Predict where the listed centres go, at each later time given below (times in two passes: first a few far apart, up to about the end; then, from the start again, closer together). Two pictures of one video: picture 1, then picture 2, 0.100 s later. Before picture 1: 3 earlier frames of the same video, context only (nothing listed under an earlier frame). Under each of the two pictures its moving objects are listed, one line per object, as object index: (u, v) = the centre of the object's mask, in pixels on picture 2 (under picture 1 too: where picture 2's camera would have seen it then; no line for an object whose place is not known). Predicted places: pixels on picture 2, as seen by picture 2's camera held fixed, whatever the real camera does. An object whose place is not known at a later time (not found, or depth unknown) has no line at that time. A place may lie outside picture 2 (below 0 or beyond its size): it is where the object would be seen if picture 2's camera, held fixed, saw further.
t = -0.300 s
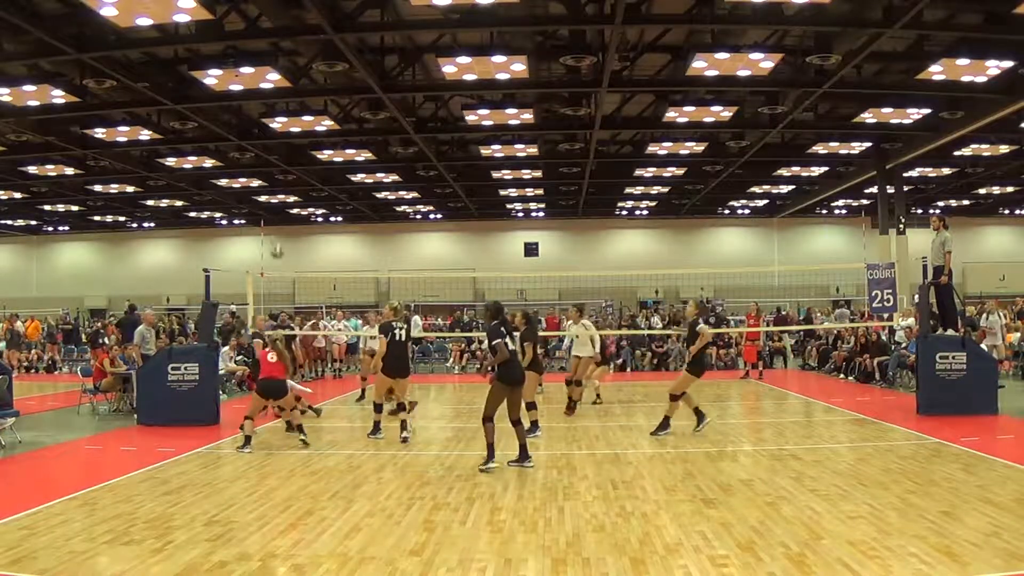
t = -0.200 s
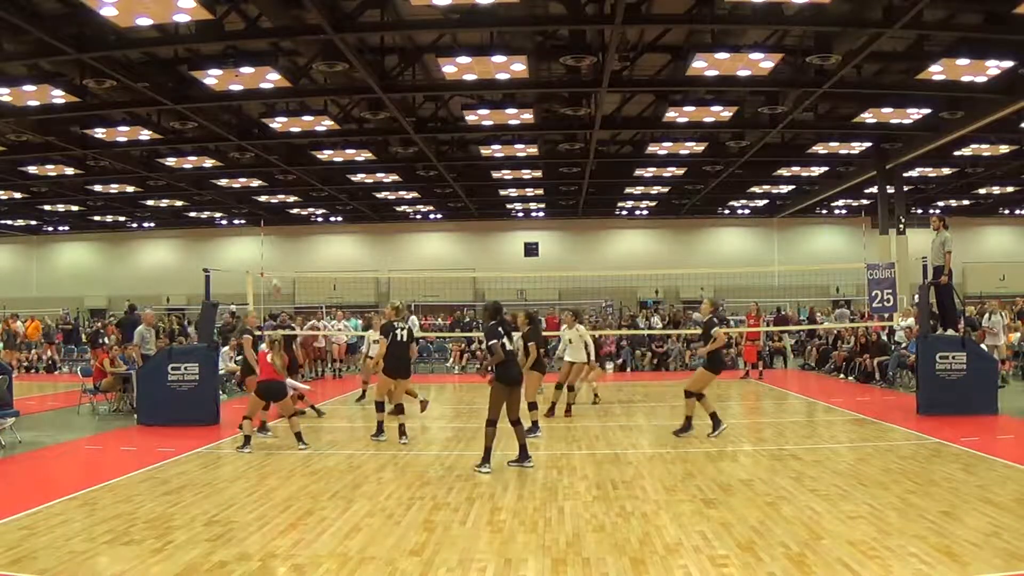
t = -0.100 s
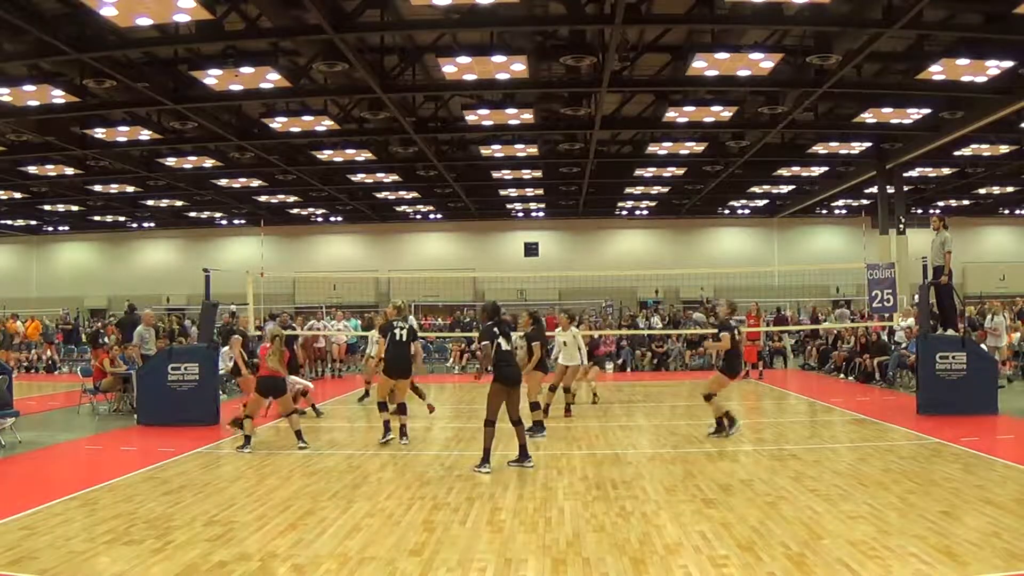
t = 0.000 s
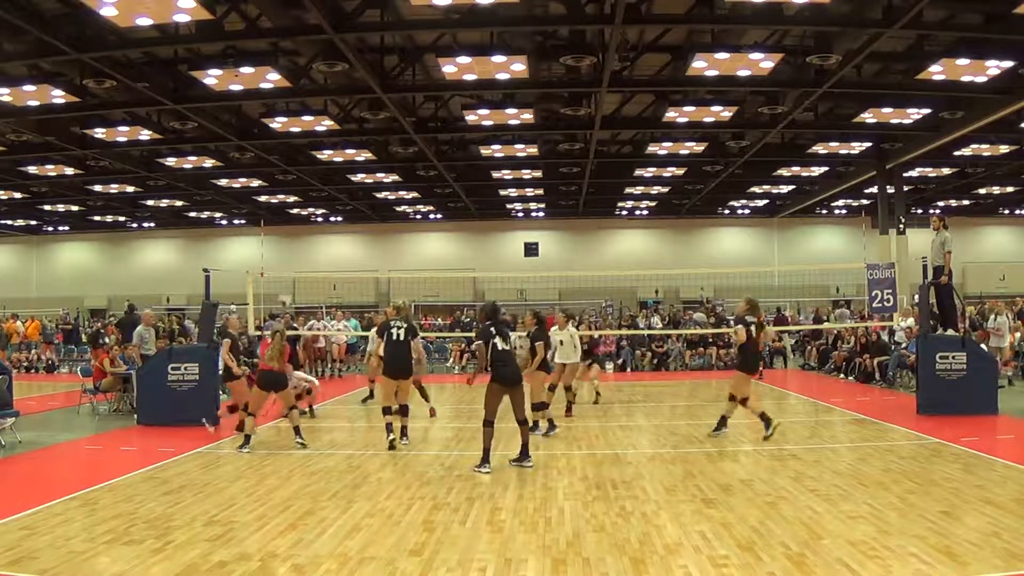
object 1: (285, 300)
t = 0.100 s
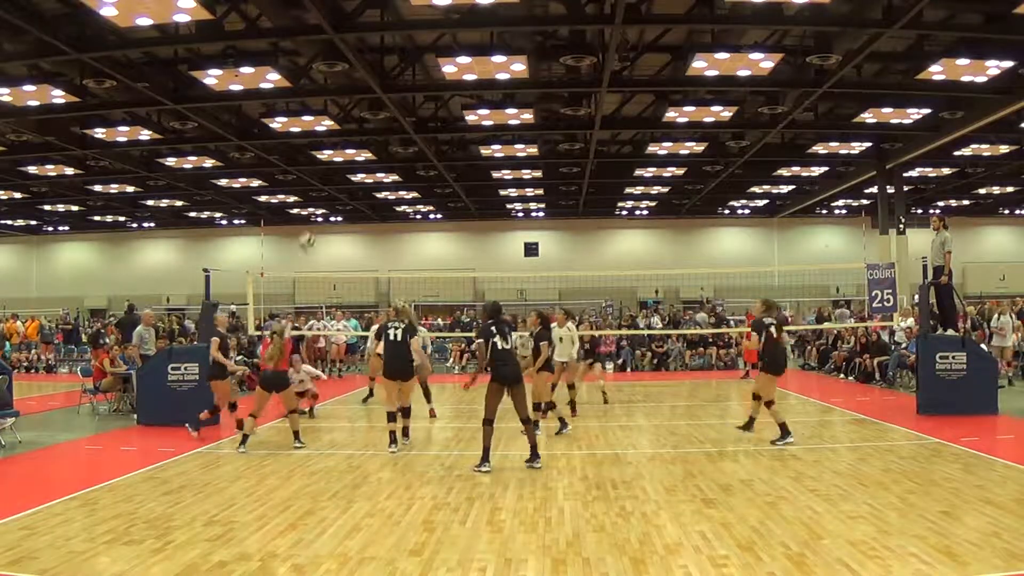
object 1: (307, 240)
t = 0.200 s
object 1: (327, 189)
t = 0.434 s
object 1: (376, 100)
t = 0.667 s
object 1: (423, 52)
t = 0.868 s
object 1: (465, 46)
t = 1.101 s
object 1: (515, 80)
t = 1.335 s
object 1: (564, 156)
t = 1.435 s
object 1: (586, 204)
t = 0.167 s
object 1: (321, 205)
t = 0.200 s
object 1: (327, 189)
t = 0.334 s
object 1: (355, 132)
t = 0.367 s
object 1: (363, 120)
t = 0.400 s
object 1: (369, 109)
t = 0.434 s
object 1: (376, 100)
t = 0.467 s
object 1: (383, 90)
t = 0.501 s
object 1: (389, 81)
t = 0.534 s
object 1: (397, 73)
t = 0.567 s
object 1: (403, 67)
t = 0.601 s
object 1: (409, 61)
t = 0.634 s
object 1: (417, 56)
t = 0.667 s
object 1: (423, 52)
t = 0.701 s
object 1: (431, 49)
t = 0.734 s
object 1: (438, 46)
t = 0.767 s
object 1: (444, 45)
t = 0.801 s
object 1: (451, 44)
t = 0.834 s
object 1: (458, 44)
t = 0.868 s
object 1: (465, 46)
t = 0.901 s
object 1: (472, 47)
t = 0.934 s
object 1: (479, 49)
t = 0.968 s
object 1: (485, 52)
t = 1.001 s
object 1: (493, 54)
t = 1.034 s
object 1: (499, 59)
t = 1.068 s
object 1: (507, 72)
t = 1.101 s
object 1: (515, 80)
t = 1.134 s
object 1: (522, 86)
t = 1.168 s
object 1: (529, 95)
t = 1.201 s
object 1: (536, 105)
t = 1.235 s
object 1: (543, 117)
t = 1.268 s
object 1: (550, 129)
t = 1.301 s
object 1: (557, 142)
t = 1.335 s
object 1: (564, 156)
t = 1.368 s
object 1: (571, 171)
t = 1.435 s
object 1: (586, 204)
